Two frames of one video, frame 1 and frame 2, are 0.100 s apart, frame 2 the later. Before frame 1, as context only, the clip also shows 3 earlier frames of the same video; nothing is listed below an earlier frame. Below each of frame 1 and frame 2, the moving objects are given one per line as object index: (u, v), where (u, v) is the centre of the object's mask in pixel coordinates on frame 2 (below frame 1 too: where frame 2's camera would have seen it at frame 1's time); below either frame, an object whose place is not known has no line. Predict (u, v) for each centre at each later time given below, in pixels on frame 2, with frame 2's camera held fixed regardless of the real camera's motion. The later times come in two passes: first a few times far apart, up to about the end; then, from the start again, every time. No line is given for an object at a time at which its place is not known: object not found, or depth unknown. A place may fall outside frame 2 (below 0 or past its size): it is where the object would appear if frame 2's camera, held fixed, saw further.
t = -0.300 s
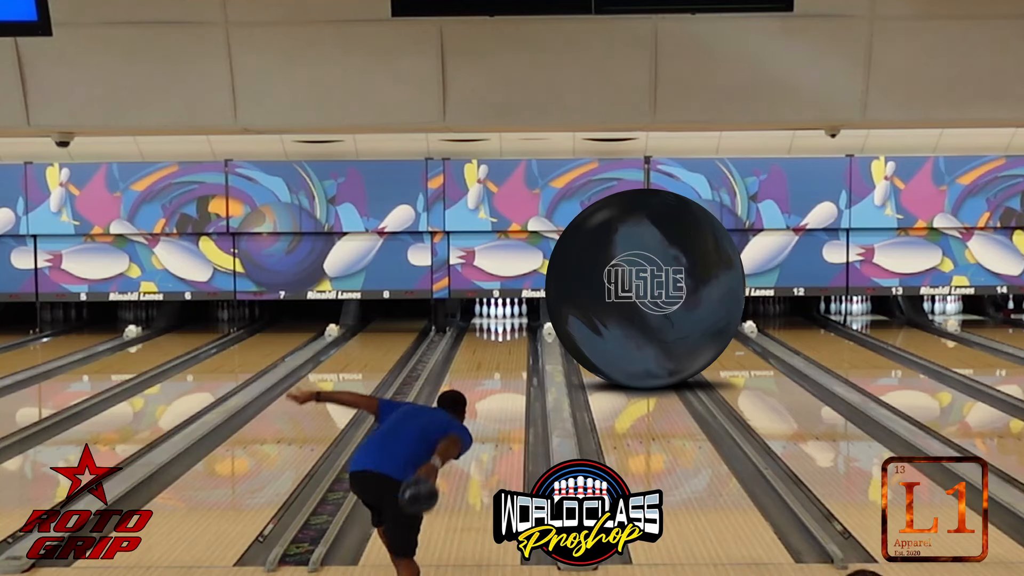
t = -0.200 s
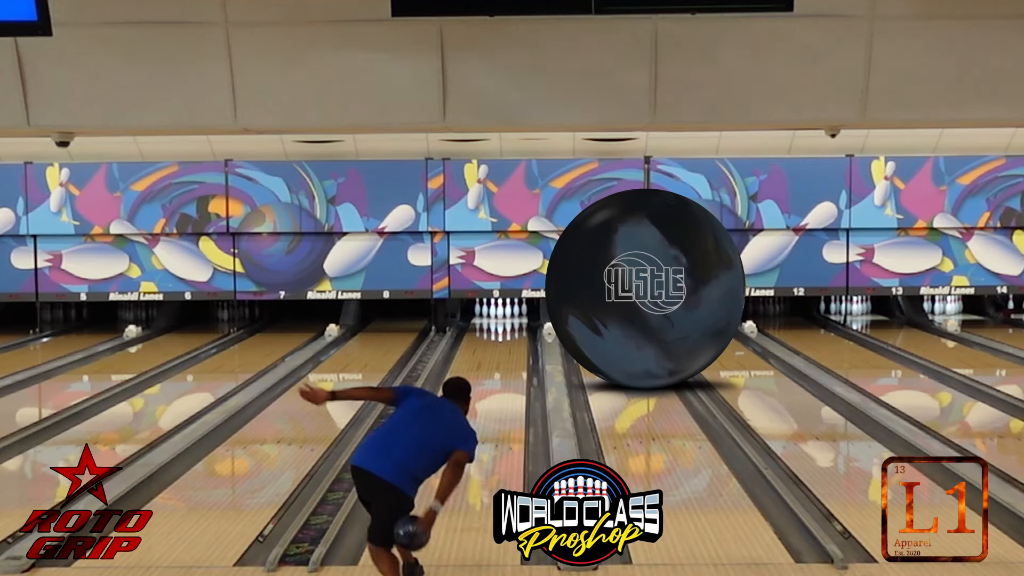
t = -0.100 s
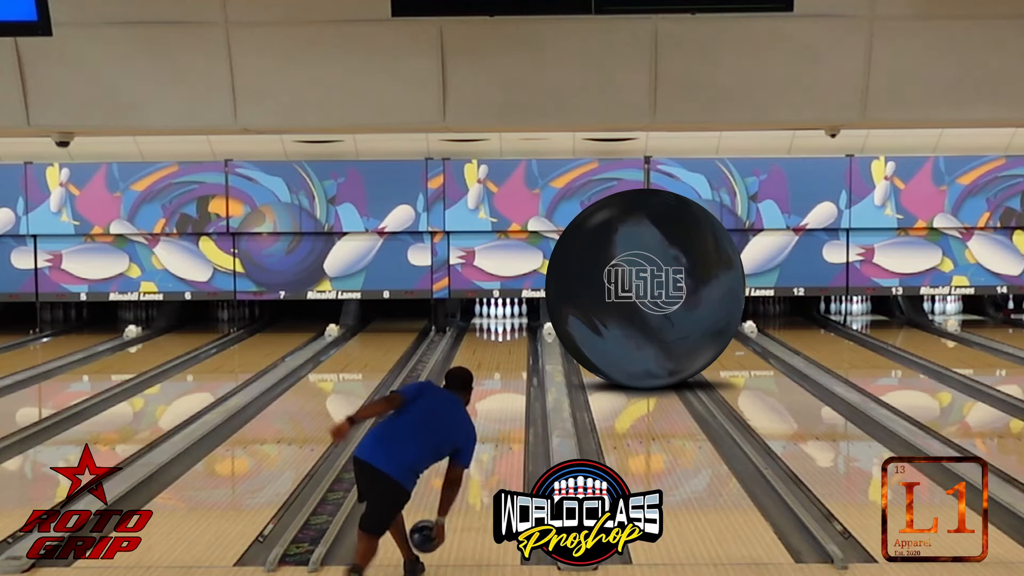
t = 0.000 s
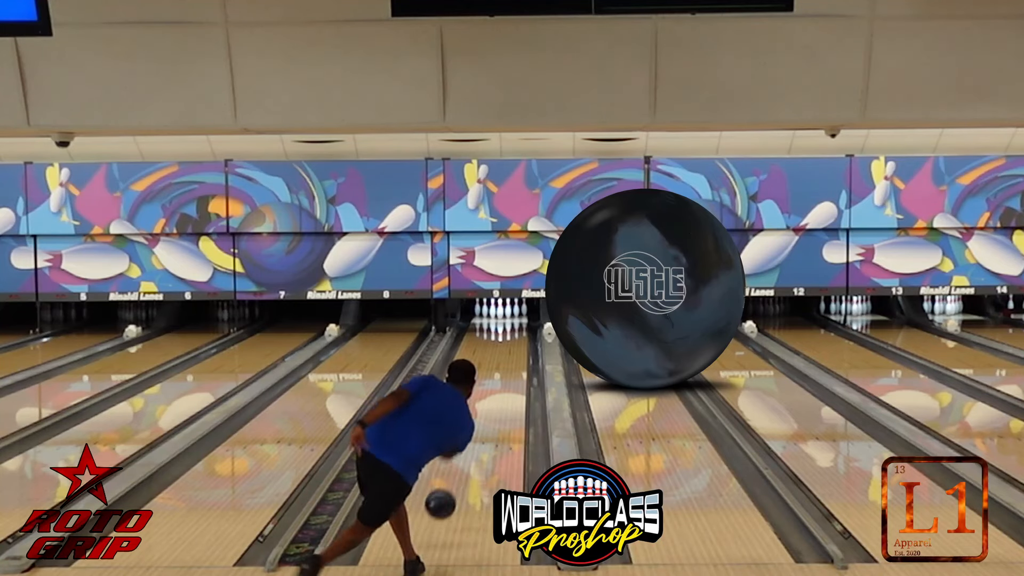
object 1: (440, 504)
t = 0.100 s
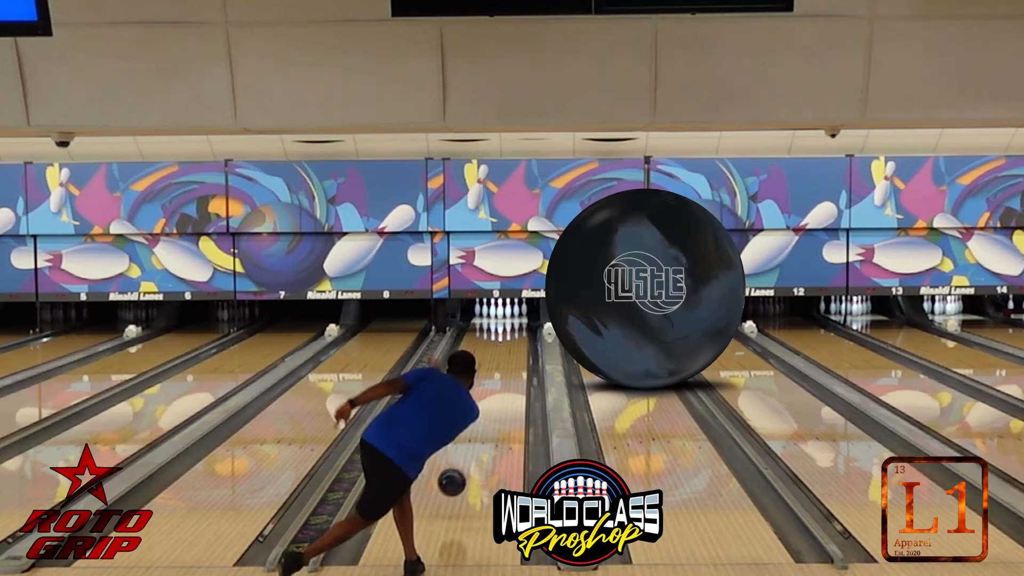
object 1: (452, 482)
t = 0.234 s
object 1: (464, 475)
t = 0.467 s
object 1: (481, 436)
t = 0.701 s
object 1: (494, 407)
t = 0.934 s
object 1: (503, 384)
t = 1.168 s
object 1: (510, 366)
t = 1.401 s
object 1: (515, 351)
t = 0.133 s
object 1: (455, 478)
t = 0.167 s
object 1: (458, 476)
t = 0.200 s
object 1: (461, 475)
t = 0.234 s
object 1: (464, 475)
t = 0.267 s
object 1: (467, 467)
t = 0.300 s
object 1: (470, 462)
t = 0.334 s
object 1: (472, 457)
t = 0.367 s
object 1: (475, 451)
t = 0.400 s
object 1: (477, 446)
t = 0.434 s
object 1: (479, 441)
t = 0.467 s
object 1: (481, 436)
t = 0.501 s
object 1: (483, 432)
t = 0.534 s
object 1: (486, 428)
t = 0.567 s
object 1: (487, 423)
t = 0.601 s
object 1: (489, 419)
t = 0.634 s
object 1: (490, 415)
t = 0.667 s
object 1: (492, 411)
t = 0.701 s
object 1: (494, 407)
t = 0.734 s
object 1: (495, 403)
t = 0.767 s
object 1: (497, 400)
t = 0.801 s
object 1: (498, 396)
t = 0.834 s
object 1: (499, 393)
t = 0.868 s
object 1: (500, 390)
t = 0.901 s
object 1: (502, 387)
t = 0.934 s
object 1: (503, 384)
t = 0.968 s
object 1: (504, 381)
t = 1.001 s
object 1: (505, 379)
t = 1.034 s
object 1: (506, 376)
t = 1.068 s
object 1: (507, 373)
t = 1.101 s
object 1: (508, 371)
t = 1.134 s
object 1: (509, 368)
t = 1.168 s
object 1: (510, 366)
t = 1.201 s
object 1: (511, 364)
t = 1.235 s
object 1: (512, 361)
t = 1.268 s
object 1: (512, 359)
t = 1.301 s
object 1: (513, 357)
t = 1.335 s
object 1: (514, 355)
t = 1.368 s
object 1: (514, 353)
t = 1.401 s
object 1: (515, 351)
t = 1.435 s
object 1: (516, 349)
